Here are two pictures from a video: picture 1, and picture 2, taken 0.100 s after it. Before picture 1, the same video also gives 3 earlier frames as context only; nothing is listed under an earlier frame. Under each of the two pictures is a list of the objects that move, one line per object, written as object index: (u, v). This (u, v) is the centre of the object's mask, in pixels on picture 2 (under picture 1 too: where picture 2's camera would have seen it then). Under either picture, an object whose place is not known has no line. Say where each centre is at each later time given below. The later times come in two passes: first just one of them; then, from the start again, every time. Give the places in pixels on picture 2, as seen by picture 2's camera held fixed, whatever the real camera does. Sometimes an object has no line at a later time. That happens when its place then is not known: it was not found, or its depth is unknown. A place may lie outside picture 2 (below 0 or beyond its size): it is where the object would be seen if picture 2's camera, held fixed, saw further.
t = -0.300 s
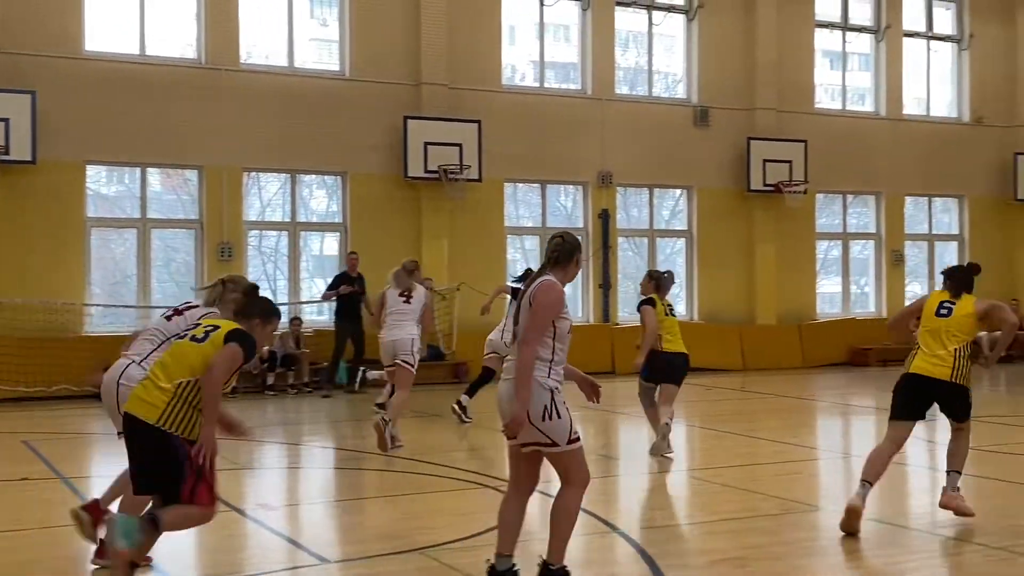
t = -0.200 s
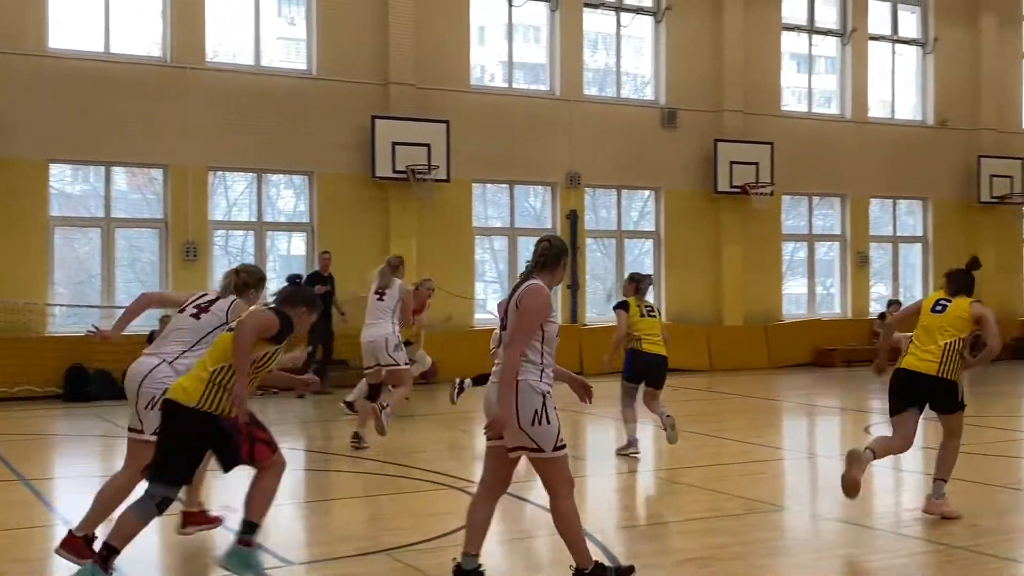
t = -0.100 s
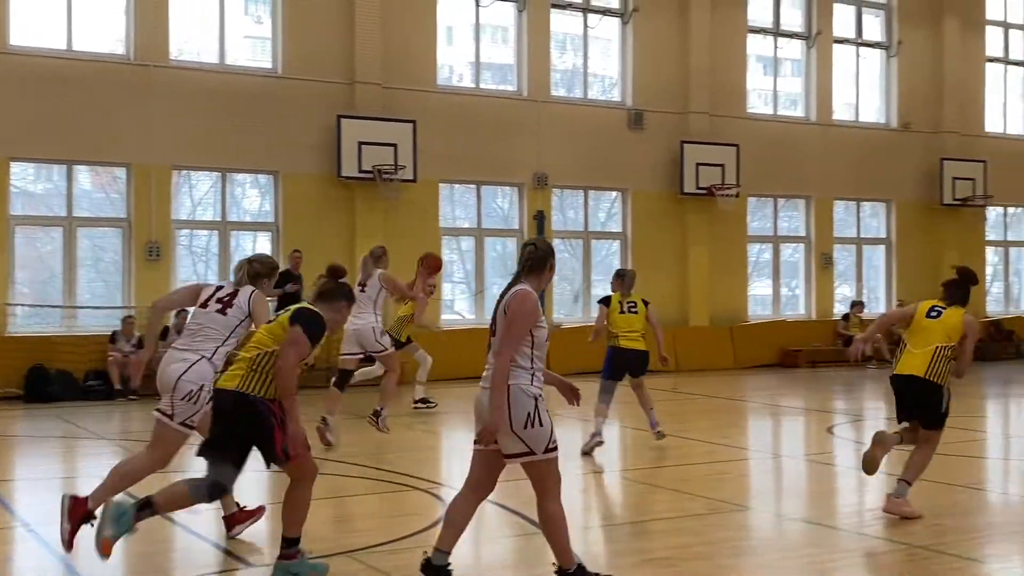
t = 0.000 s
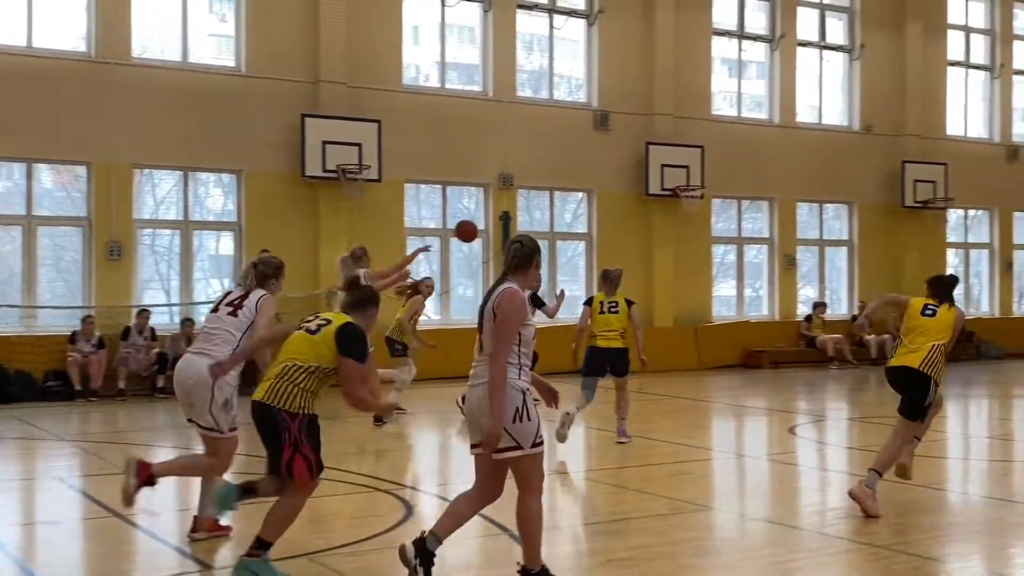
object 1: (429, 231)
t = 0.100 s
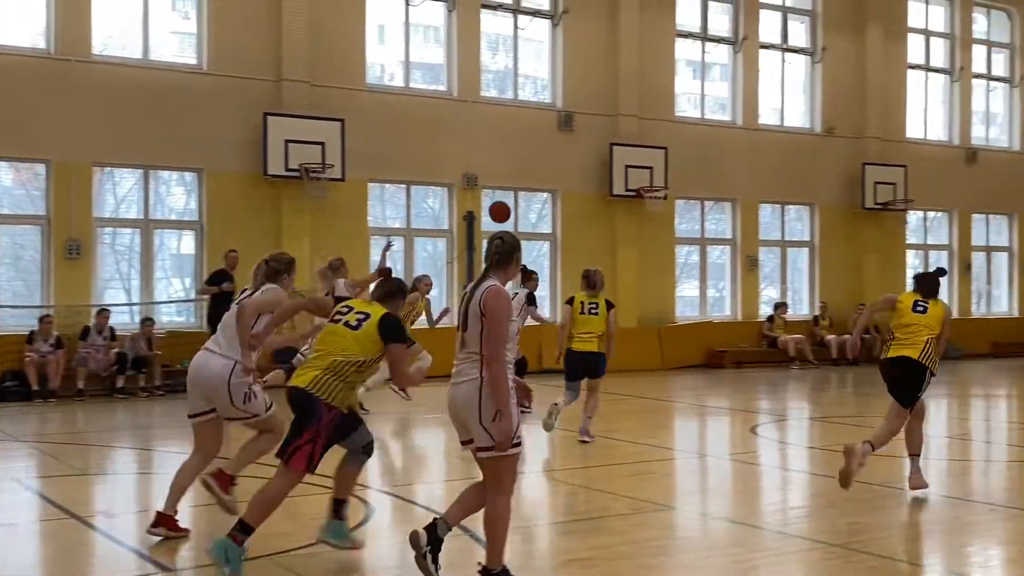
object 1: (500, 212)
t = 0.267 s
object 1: (602, 203)
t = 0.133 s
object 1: (521, 208)
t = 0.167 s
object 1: (542, 205)
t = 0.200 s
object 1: (563, 203)
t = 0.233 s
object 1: (583, 203)
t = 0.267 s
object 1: (602, 203)
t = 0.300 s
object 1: (620, 206)
